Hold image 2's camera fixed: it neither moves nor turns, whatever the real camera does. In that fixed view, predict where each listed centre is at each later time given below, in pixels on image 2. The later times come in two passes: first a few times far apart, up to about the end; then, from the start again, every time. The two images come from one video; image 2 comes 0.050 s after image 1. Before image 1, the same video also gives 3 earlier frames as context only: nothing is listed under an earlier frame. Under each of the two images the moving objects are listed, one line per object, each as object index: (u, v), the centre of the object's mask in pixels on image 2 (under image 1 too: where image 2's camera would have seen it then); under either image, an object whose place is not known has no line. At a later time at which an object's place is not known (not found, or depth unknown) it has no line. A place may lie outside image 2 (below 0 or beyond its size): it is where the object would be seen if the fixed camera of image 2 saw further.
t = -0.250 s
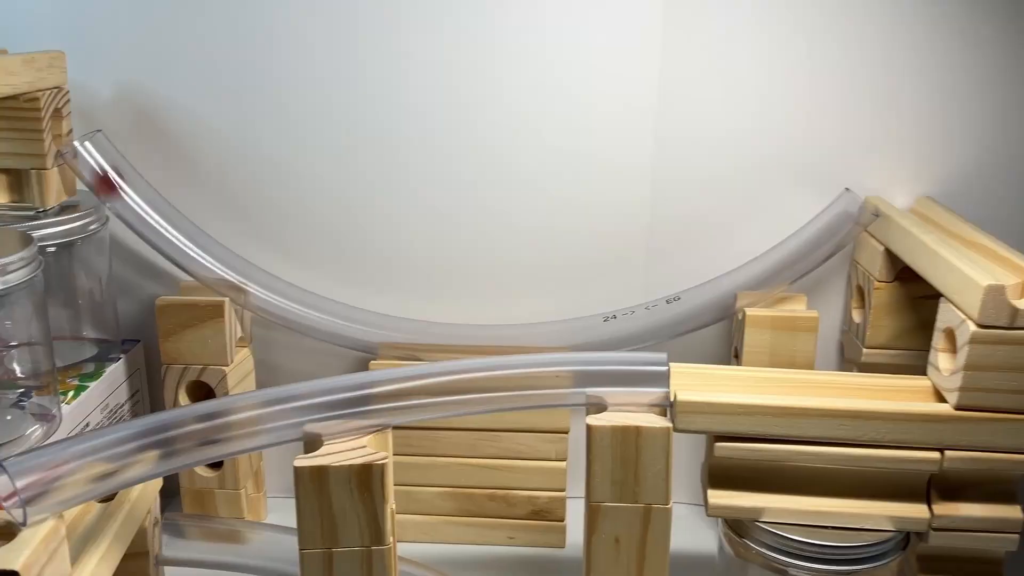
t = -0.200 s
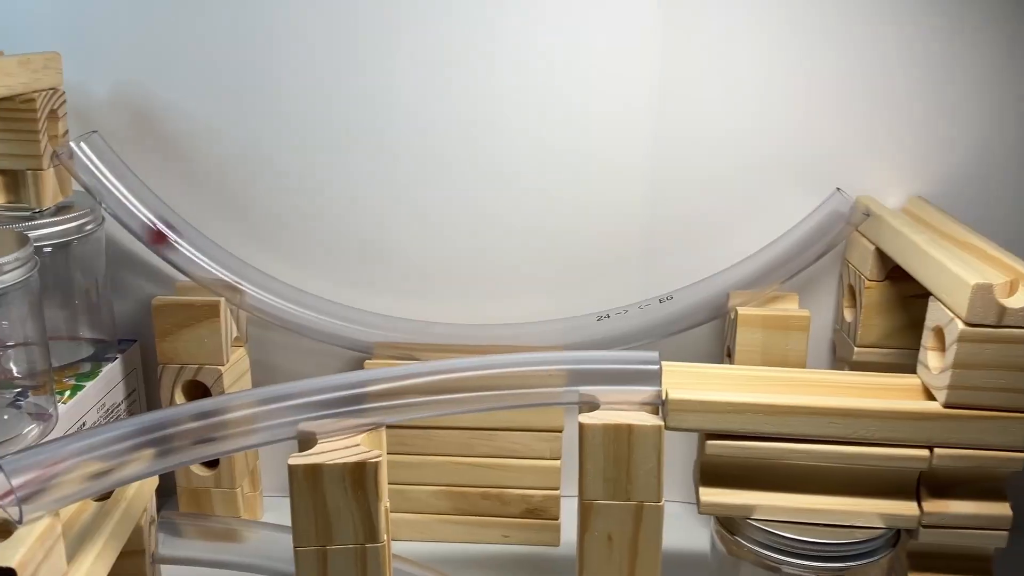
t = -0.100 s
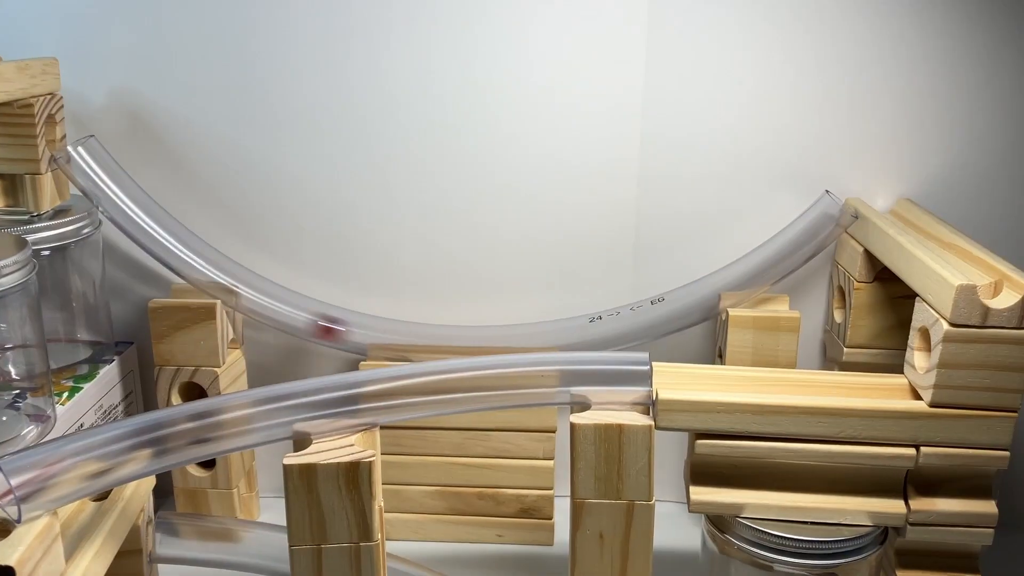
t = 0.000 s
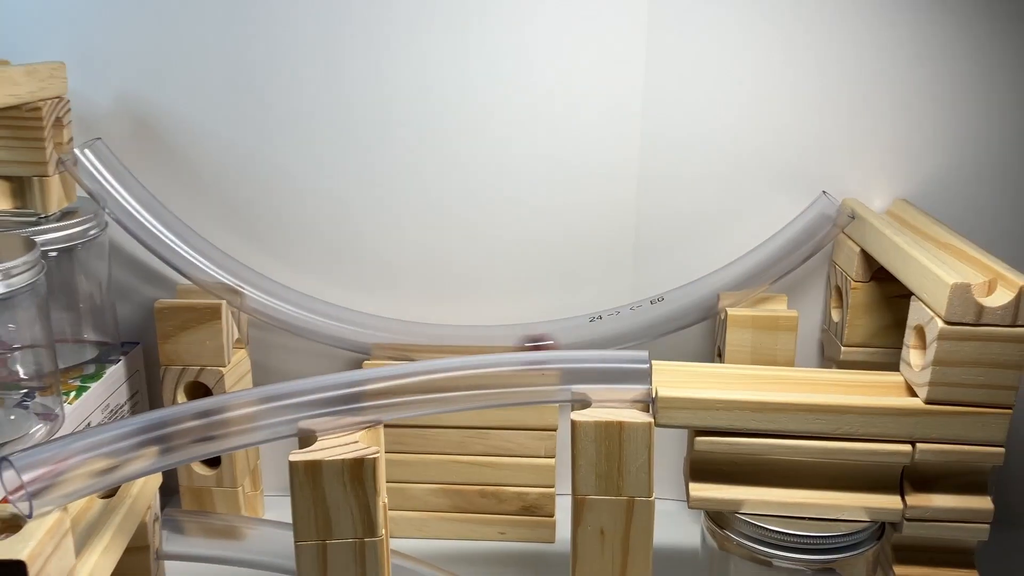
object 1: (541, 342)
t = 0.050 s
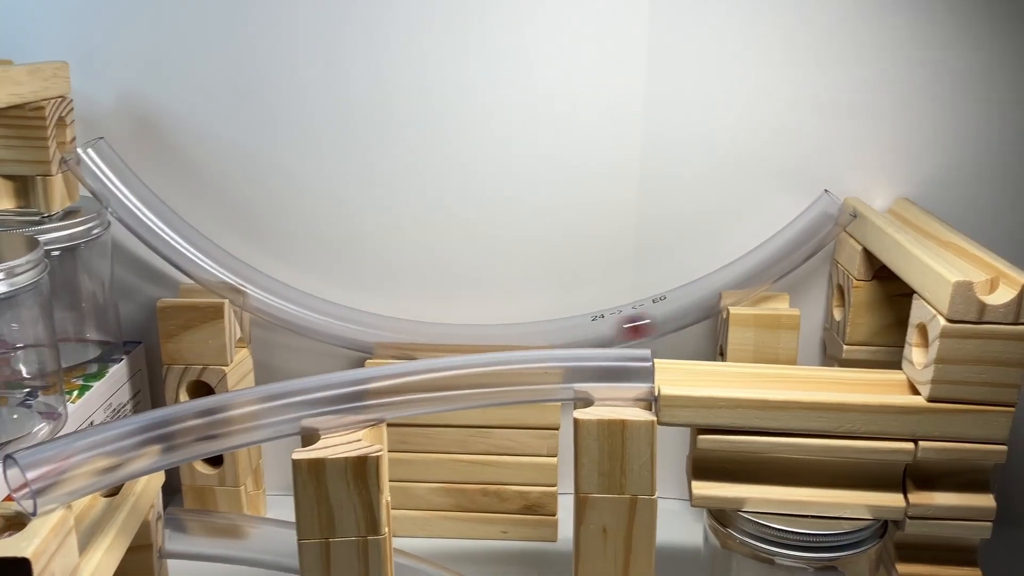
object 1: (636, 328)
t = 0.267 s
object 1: (861, 188)
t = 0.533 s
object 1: (919, 224)
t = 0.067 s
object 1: (666, 318)
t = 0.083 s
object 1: (695, 308)
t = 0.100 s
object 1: (722, 295)
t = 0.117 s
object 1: (747, 282)
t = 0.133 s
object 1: (769, 268)
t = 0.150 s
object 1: (790, 253)
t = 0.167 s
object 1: (805, 239)
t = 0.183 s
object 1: (821, 226)
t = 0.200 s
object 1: (834, 214)
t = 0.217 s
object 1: (846, 203)
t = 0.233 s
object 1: (852, 193)
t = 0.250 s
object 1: (856, 188)
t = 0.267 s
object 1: (861, 188)
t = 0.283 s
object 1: (865, 192)
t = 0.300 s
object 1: (872, 194)
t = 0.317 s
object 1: (879, 195)
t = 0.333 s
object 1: (887, 197)
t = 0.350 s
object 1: (896, 204)
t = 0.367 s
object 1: (904, 214)
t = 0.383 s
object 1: (908, 213)
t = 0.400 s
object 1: (912, 211)
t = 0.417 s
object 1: (913, 213)
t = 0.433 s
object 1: (912, 217)
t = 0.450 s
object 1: (909, 219)
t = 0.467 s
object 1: (908, 218)
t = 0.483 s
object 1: (909, 219)
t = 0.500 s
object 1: (912, 222)
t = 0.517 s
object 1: (916, 223)
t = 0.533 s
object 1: (919, 224)
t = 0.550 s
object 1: (920, 225)
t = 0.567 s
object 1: (920, 226)
